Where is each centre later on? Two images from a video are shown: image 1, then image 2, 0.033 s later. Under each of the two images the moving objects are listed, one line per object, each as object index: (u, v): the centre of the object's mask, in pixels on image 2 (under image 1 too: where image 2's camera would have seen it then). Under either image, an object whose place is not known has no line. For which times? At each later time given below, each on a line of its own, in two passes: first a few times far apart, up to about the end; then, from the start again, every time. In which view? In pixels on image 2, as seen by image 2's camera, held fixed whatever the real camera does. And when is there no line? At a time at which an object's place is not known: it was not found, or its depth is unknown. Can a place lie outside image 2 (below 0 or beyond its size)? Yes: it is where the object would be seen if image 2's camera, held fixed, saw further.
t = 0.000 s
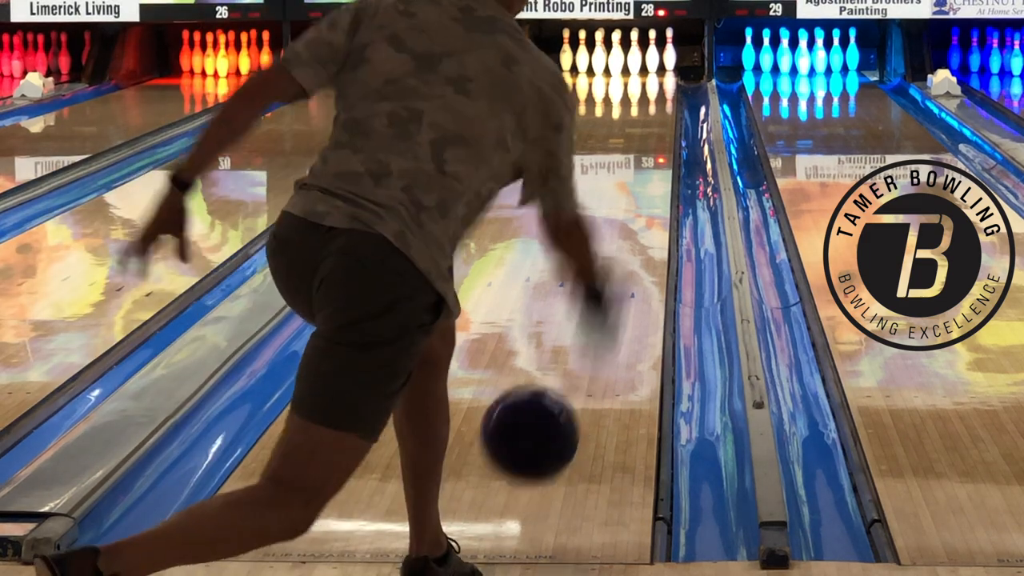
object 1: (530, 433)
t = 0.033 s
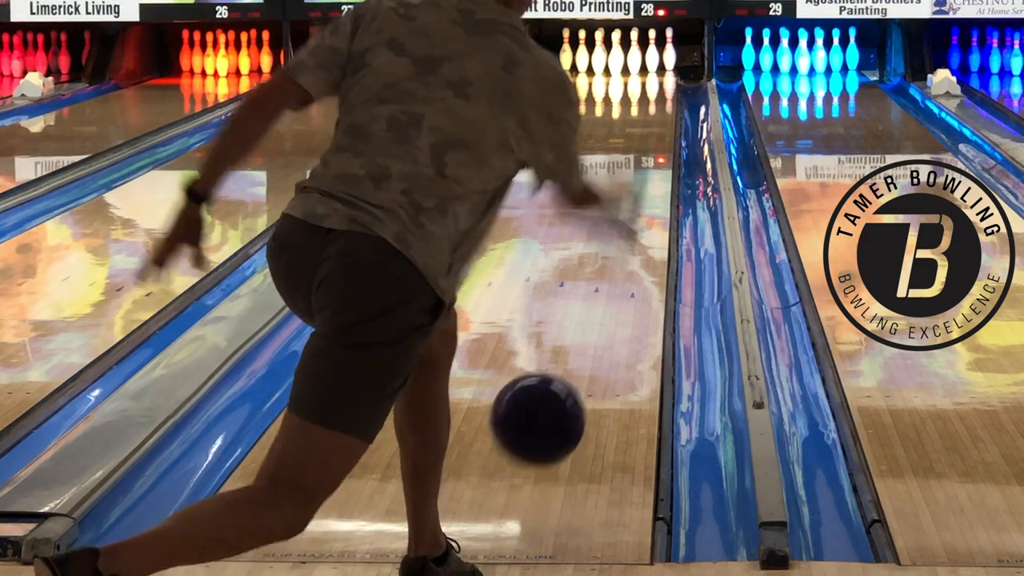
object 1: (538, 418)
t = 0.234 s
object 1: (575, 371)
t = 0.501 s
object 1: (604, 282)
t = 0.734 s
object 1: (620, 227)
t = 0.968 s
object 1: (630, 187)
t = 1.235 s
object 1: (638, 152)
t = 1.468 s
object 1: (641, 128)
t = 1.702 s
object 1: (643, 109)
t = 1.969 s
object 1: (642, 92)
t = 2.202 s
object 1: (638, 79)
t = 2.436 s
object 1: (629, 70)
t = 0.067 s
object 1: (546, 409)
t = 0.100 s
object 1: (553, 405)
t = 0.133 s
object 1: (559, 405)
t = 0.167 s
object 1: (565, 403)
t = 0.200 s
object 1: (570, 384)
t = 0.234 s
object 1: (575, 371)
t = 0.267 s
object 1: (580, 359)
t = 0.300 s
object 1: (584, 346)
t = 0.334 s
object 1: (589, 333)
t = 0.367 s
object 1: (592, 323)
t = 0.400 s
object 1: (595, 311)
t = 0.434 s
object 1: (598, 301)
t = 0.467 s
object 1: (601, 291)
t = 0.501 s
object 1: (604, 282)
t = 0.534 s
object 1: (607, 273)
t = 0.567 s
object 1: (609, 264)
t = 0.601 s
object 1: (612, 256)
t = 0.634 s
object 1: (614, 248)
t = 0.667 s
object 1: (616, 241)
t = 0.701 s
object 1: (618, 233)
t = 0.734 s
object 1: (620, 227)
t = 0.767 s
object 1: (622, 220)
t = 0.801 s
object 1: (624, 214)
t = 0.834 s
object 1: (625, 208)
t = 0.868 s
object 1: (626, 202)
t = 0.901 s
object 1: (628, 196)
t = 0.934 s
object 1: (629, 191)
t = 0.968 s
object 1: (630, 187)
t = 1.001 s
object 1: (631, 182)
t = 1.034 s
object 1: (632, 177)
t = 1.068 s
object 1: (634, 172)
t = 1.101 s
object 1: (634, 168)
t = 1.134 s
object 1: (635, 163)
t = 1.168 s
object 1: (636, 160)
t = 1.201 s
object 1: (637, 156)
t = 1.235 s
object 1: (638, 152)
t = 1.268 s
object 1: (638, 148)
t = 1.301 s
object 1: (639, 144)
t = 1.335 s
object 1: (639, 141)
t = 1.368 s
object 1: (640, 137)
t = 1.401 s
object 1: (640, 134)
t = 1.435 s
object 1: (641, 131)
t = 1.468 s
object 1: (641, 128)
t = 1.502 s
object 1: (641, 125)
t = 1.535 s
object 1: (642, 122)
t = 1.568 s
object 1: (642, 119)
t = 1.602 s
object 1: (642, 117)
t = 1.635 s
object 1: (642, 114)
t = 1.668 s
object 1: (642, 112)
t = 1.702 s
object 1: (643, 109)
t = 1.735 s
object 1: (643, 107)
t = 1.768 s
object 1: (643, 104)
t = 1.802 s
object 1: (643, 102)
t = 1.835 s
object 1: (643, 100)
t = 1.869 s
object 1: (643, 98)
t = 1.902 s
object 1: (643, 96)
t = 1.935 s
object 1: (642, 94)
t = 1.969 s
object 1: (642, 92)
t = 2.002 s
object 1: (641, 90)
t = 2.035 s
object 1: (641, 88)
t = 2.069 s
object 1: (640, 86)
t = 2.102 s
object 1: (640, 85)
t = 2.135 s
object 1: (639, 83)
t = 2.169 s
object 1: (638, 81)
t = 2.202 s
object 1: (638, 79)
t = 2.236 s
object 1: (636, 78)
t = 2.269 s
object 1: (635, 77)
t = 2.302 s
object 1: (634, 75)
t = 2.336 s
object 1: (633, 74)
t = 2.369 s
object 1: (632, 73)
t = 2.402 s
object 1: (631, 71)
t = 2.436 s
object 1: (629, 70)
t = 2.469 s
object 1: (627, 69)
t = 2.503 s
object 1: (626, 67)
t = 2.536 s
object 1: (625, 66)
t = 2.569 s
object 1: (623, 65)
